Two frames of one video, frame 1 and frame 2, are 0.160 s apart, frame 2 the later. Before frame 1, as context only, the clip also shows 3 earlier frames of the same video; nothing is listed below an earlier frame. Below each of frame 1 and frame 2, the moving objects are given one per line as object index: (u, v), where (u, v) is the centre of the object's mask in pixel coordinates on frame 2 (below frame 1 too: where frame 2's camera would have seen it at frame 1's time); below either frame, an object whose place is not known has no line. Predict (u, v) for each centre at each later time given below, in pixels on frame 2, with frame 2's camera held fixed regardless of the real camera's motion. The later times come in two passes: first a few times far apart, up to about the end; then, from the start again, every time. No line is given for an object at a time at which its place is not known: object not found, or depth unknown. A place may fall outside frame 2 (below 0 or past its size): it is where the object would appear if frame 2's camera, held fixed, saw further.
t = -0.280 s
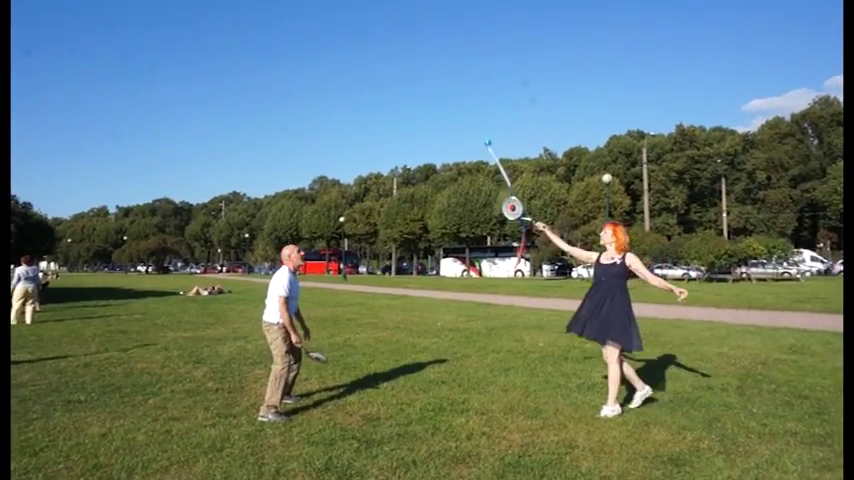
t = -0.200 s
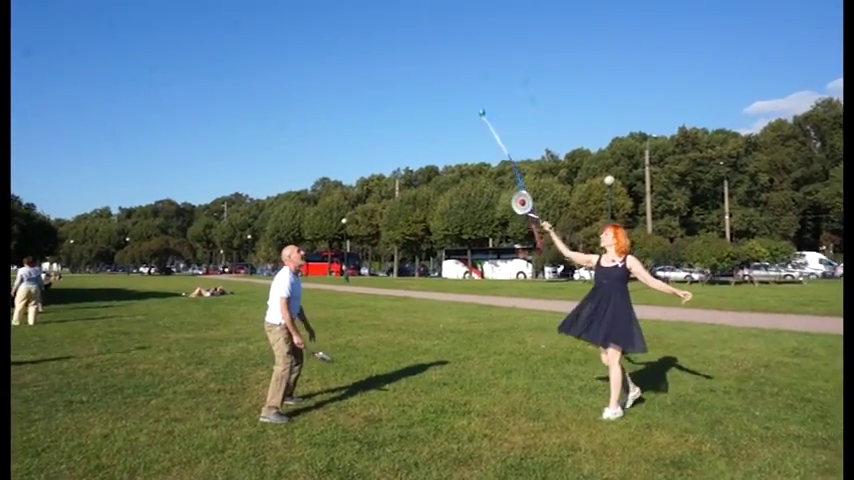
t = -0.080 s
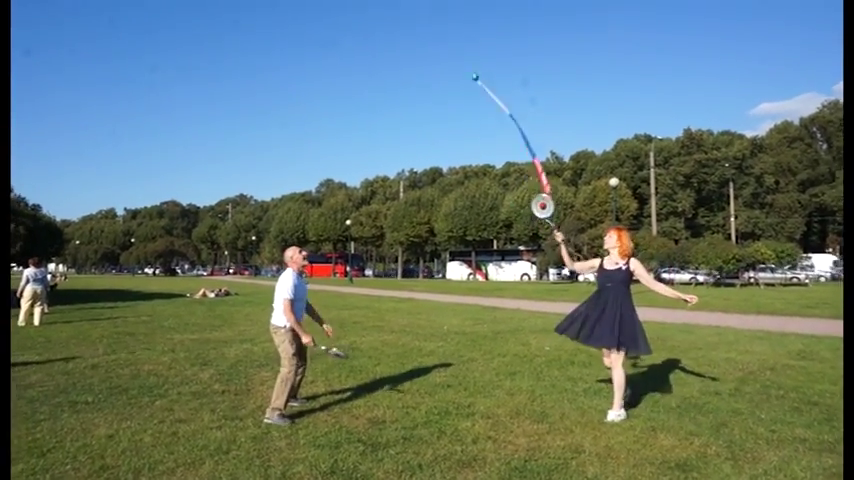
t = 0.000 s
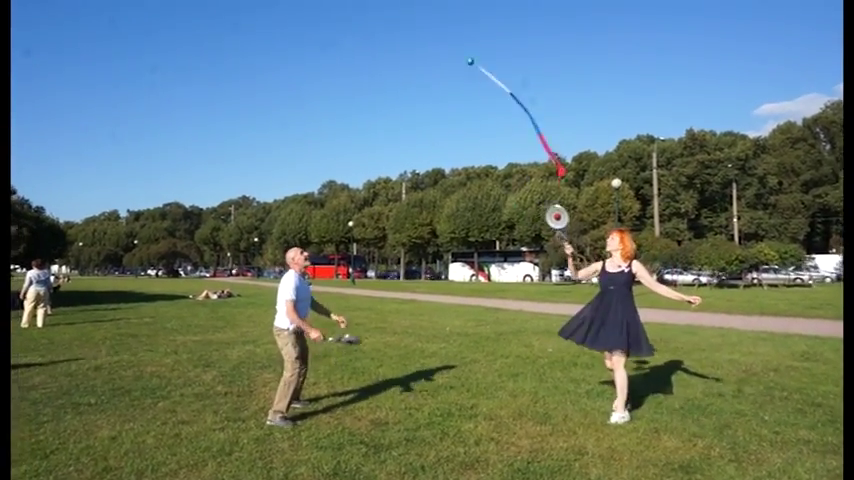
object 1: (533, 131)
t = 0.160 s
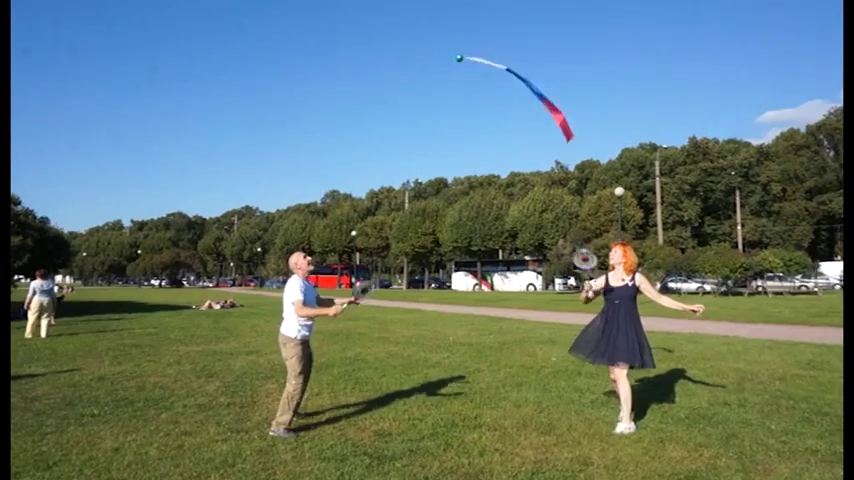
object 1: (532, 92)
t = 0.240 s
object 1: (527, 76)
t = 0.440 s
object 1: (499, 74)
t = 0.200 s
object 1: (530, 83)
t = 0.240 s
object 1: (527, 76)
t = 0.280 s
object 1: (525, 73)
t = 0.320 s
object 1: (516, 67)
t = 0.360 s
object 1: (516, 67)
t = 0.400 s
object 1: (508, 68)
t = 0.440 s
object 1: (499, 74)
